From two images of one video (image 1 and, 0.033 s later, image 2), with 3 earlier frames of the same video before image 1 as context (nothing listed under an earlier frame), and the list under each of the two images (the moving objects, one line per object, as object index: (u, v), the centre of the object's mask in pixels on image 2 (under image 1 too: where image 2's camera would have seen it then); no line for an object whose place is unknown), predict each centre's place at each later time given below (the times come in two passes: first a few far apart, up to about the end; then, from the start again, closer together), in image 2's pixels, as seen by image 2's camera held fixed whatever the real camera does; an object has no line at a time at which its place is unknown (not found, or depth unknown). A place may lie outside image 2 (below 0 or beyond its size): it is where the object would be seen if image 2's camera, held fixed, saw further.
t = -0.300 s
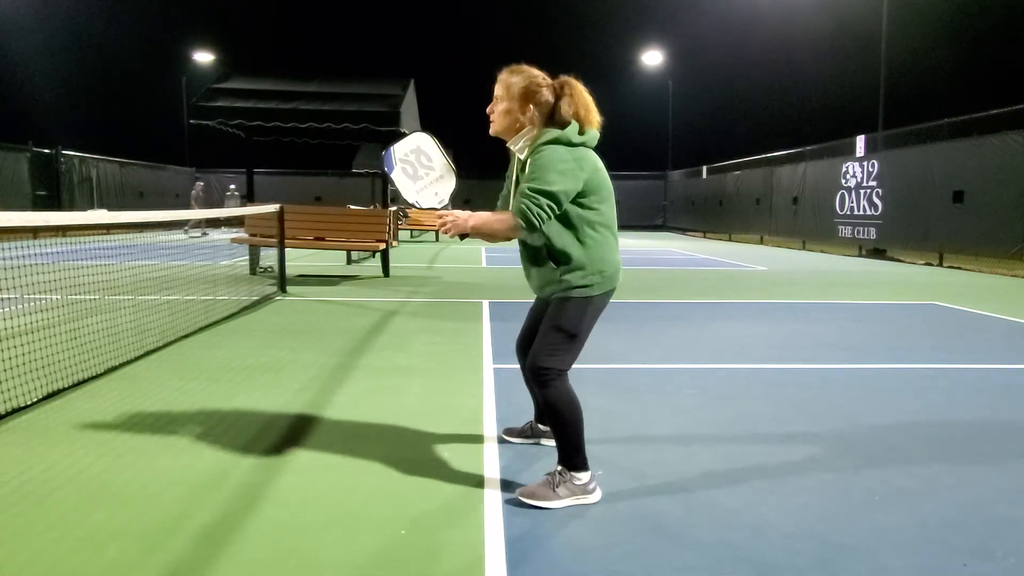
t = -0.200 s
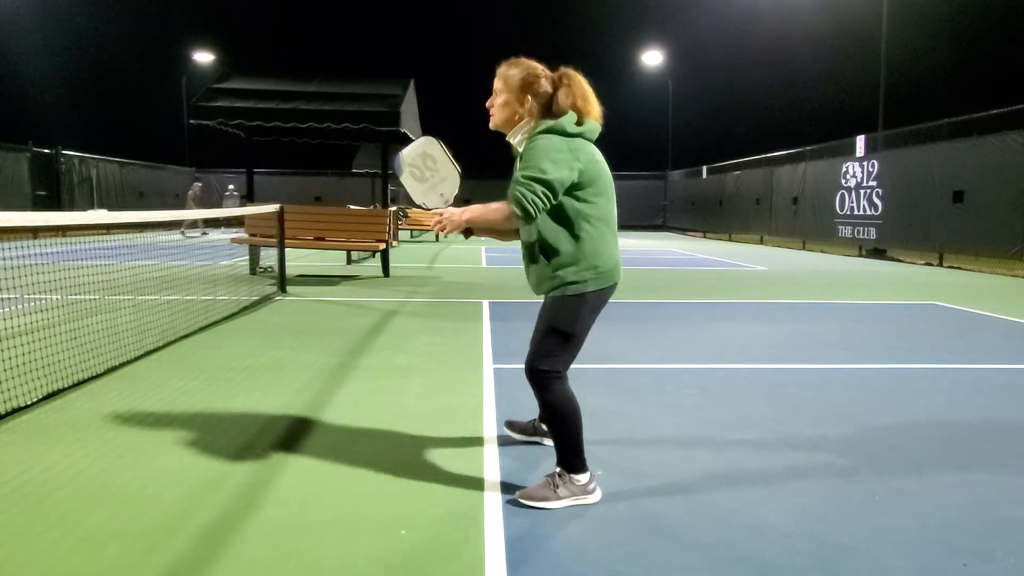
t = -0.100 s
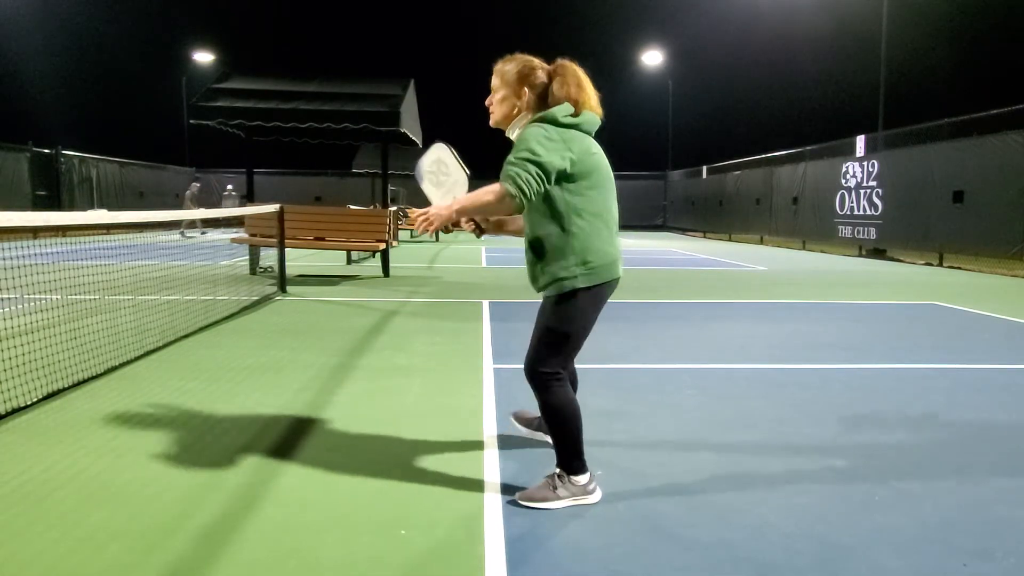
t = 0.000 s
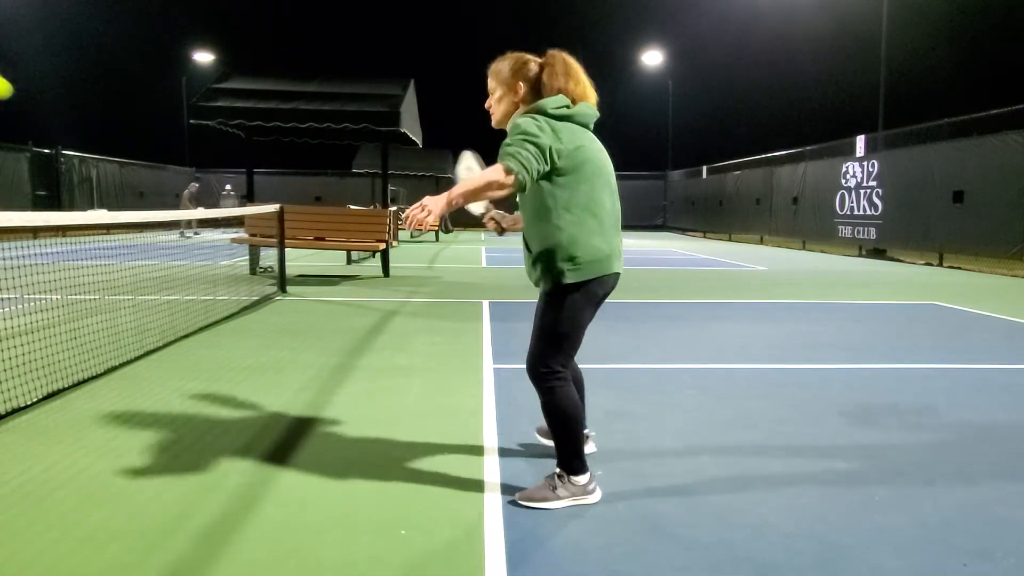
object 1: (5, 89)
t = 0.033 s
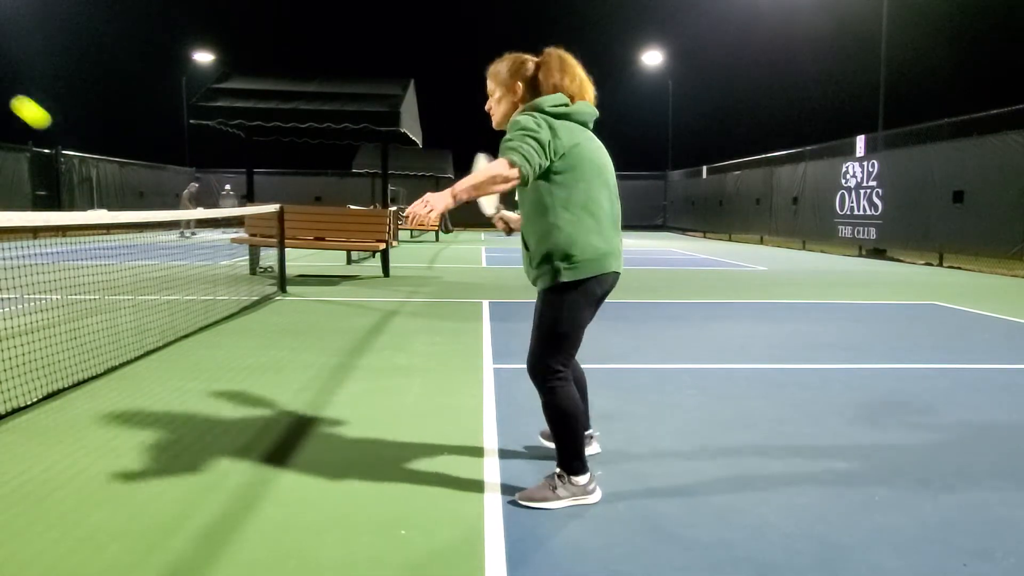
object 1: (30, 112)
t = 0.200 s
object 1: (207, 285)
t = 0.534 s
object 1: (427, 288)
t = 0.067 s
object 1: (68, 143)
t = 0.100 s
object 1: (105, 177)
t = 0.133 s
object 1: (140, 211)
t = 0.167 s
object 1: (174, 247)
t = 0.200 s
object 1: (207, 285)
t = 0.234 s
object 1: (239, 324)
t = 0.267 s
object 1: (268, 362)
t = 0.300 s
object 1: (299, 405)
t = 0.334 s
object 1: (322, 420)
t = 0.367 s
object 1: (340, 389)
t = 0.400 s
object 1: (358, 363)
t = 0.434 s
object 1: (375, 340)
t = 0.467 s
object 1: (392, 320)
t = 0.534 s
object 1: (427, 288)
